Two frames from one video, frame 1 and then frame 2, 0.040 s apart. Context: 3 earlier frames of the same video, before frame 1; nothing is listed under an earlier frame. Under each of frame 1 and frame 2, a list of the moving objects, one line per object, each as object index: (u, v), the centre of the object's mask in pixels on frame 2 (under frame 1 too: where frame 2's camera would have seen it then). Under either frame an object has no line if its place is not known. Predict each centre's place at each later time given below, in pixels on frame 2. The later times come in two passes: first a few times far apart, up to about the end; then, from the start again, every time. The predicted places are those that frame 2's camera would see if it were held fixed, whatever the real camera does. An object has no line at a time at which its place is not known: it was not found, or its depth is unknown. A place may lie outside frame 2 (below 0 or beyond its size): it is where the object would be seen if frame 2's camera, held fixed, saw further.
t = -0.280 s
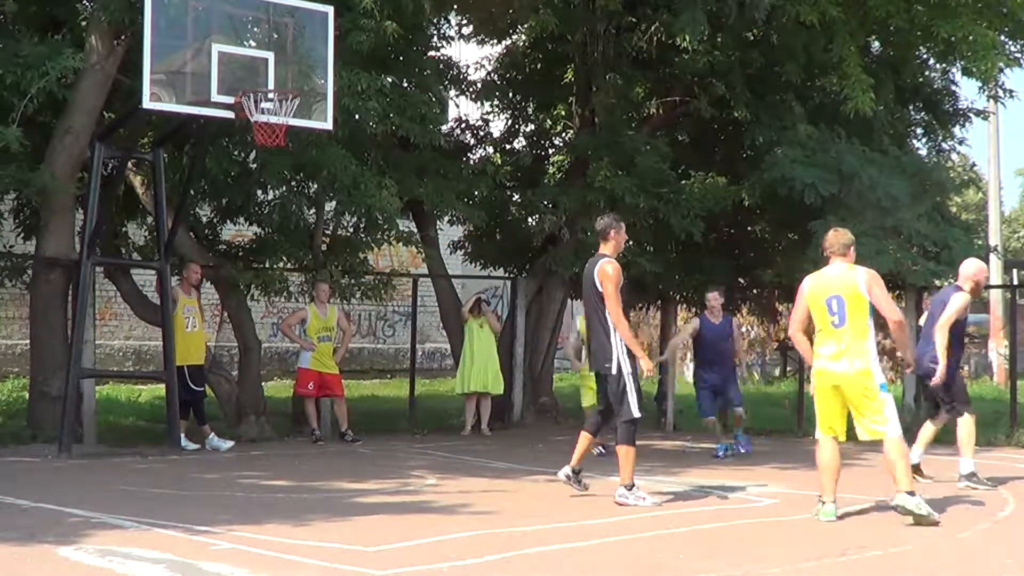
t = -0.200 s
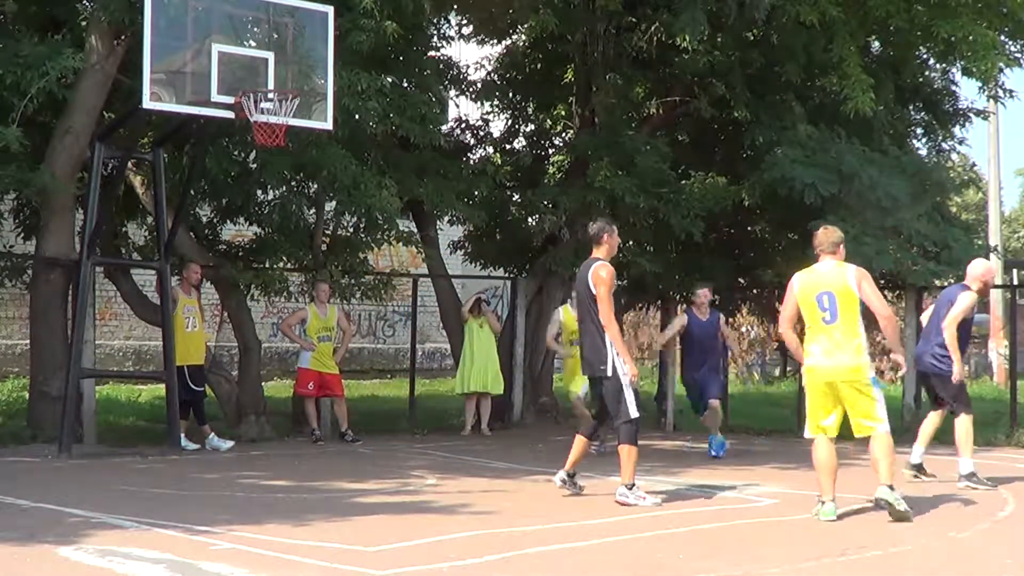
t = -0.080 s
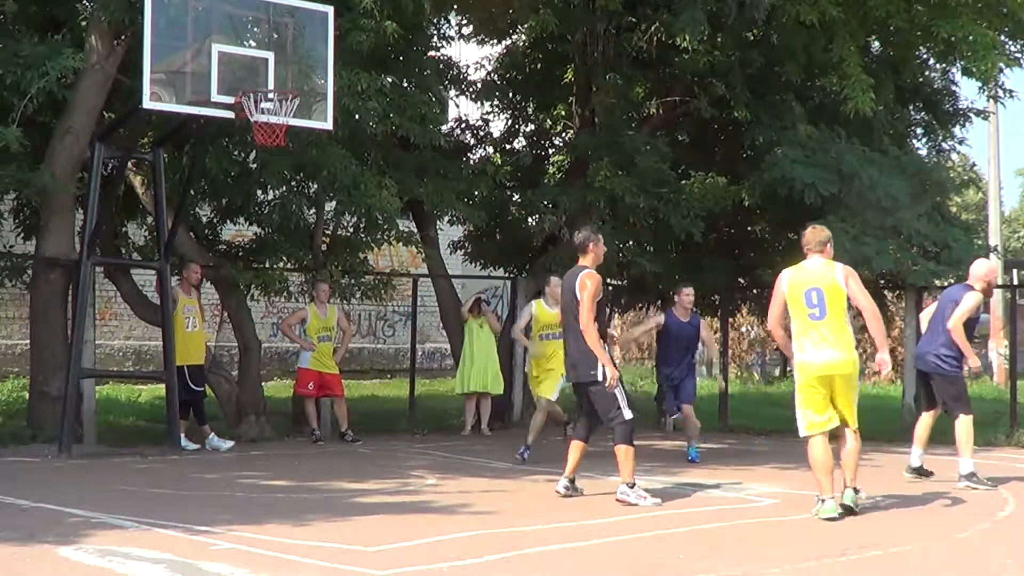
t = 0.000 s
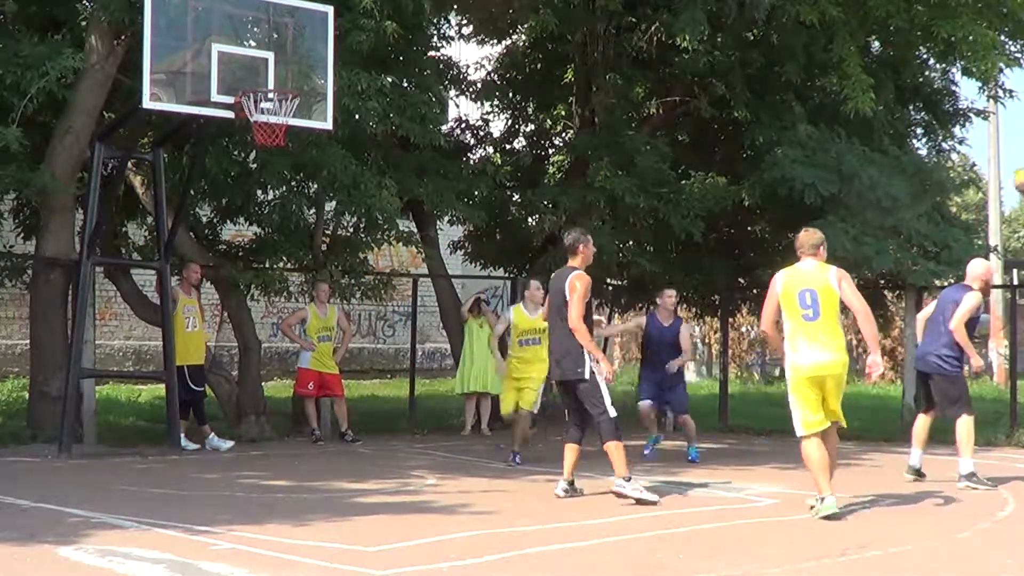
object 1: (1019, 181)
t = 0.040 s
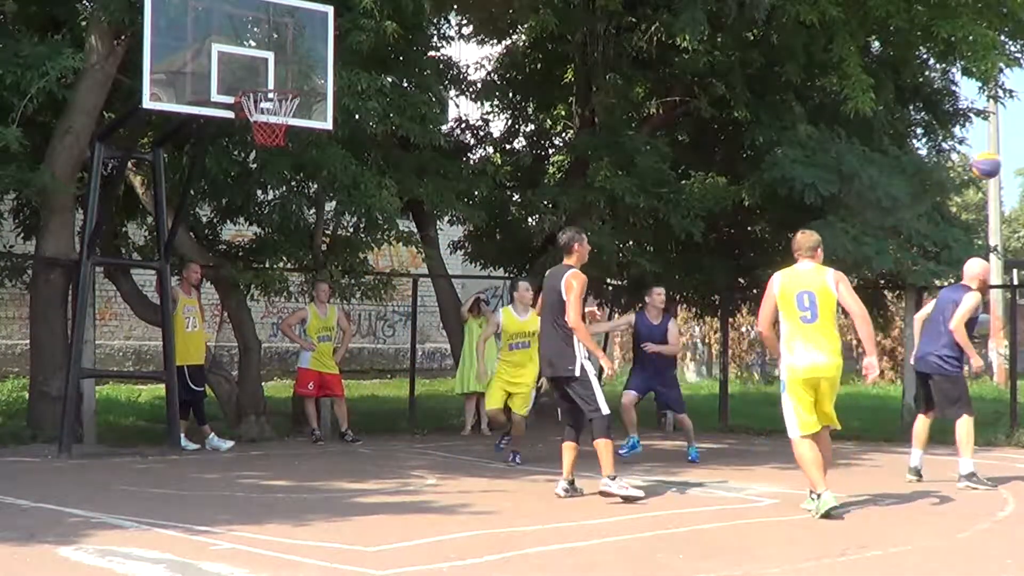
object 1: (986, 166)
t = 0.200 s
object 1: (822, 122)
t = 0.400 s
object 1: (618, 111)
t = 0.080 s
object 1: (945, 152)
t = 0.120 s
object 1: (904, 140)
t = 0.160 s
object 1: (864, 130)
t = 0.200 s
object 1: (822, 122)
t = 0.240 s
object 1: (782, 116)
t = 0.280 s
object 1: (741, 112)
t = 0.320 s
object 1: (699, 110)
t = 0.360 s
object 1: (659, 110)
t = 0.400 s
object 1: (618, 111)
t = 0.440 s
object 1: (578, 115)
